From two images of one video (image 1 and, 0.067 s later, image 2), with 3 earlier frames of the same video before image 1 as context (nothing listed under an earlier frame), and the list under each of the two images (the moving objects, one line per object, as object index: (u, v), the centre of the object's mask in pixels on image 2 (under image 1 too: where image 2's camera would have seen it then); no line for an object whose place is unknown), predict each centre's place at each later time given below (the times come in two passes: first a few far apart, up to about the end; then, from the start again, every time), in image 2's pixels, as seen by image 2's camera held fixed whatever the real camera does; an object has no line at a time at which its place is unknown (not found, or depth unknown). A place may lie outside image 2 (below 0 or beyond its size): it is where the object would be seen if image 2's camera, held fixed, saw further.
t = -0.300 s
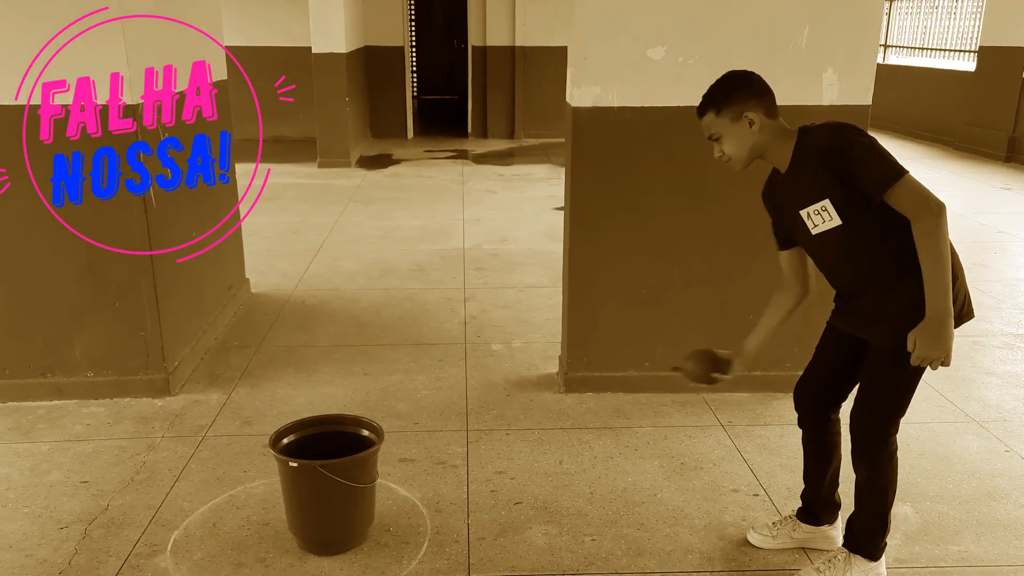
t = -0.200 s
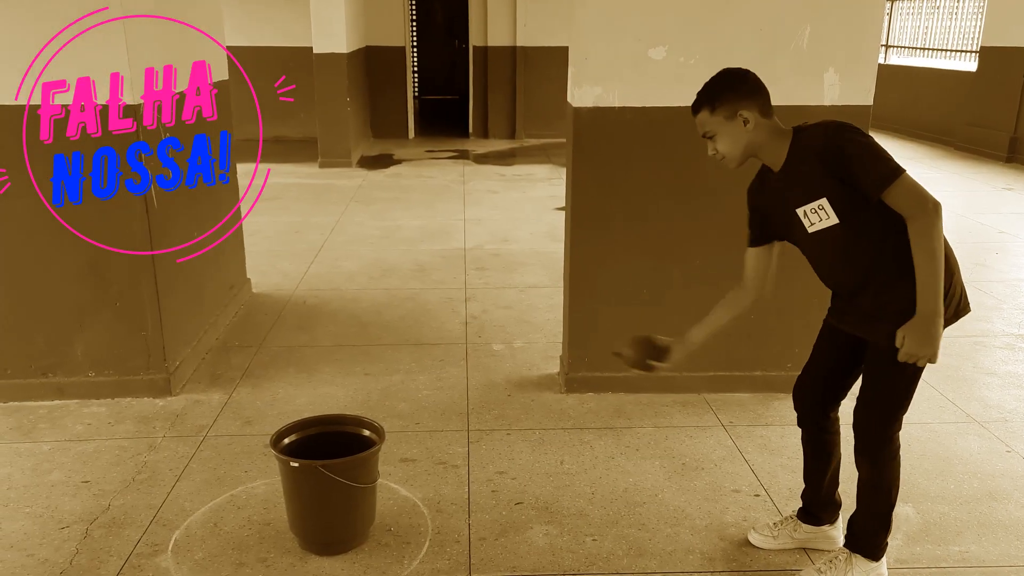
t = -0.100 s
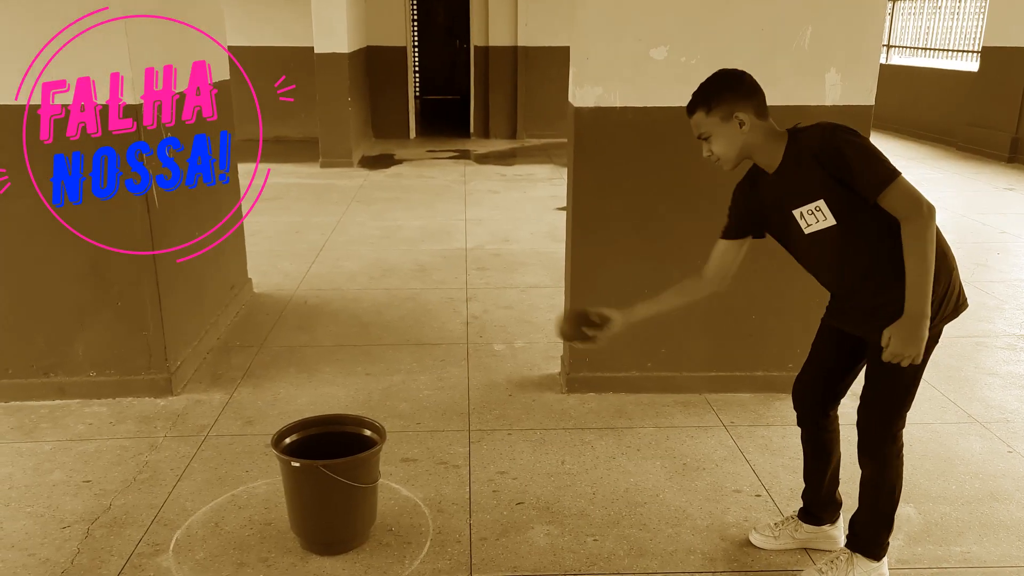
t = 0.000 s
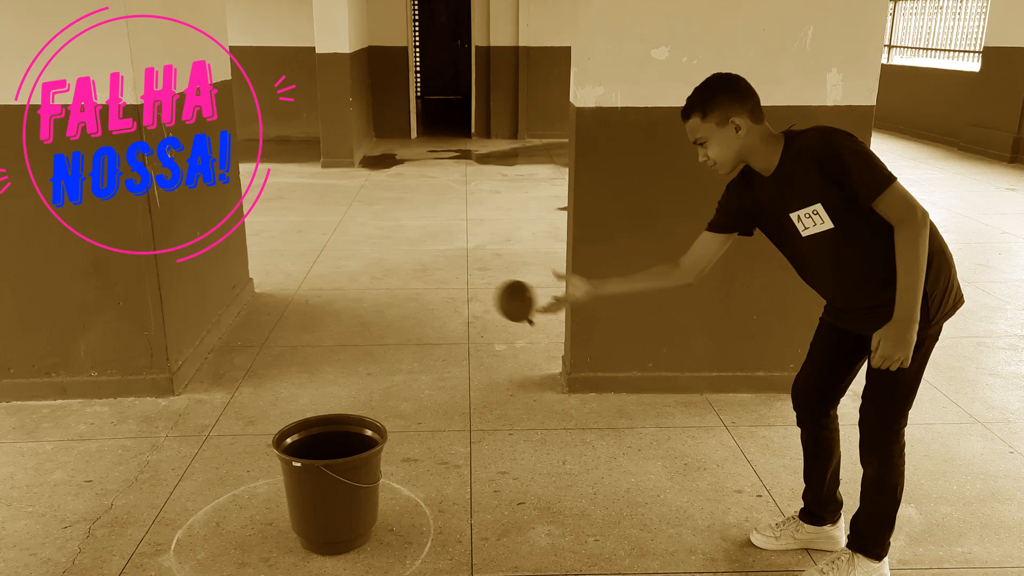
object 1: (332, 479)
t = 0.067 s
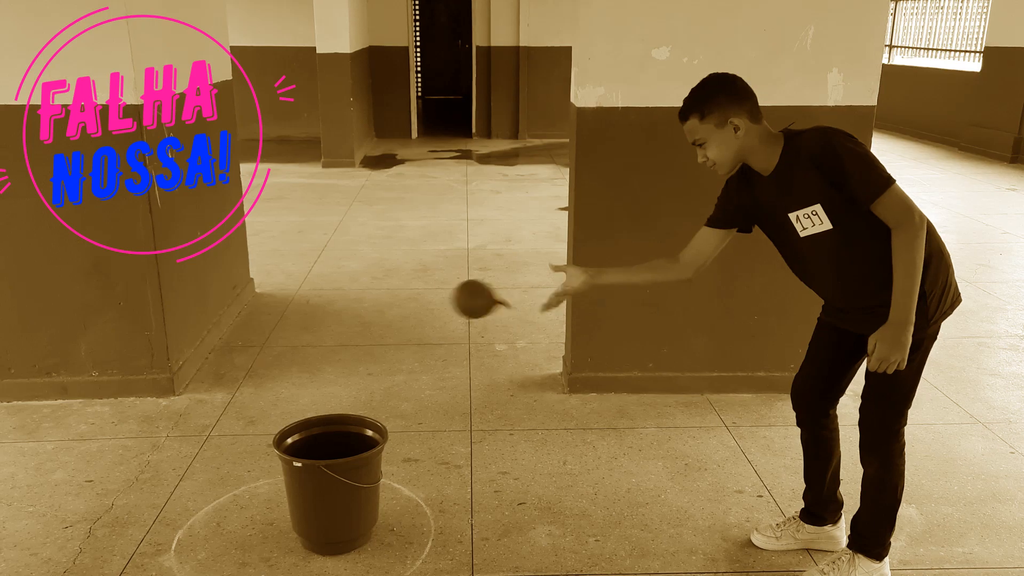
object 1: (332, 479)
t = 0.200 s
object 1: (332, 479)
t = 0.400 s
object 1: (319, 467)
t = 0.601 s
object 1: (277, 484)
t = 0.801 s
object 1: (281, 482)
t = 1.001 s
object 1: (283, 479)
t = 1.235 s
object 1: (289, 473)
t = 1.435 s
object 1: (294, 467)
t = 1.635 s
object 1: (293, 468)
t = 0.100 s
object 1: (332, 479)
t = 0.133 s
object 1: (332, 479)
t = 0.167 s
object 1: (332, 479)
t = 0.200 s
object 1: (332, 479)
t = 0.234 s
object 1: (332, 479)
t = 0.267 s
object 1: (332, 479)
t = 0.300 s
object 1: (332, 480)
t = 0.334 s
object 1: (334, 483)
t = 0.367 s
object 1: (329, 473)
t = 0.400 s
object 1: (319, 467)
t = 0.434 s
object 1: (305, 462)
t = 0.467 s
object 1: (288, 465)
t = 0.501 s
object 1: (280, 473)
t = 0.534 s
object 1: (279, 483)
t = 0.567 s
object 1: (279, 487)
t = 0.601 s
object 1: (277, 484)
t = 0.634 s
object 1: (275, 488)
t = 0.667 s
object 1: (275, 488)
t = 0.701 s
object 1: (276, 488)
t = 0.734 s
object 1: (278, 487)
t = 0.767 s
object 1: (280, 484)
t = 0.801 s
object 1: (281, 482)
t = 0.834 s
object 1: (283, 480)
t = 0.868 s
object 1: (285, 478)
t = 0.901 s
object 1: (285, 477)
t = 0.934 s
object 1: (285, 477)
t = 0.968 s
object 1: (284, 478)
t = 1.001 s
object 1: (283, 479)
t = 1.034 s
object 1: (282, 479)
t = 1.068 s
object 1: (283, 479)
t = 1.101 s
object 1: (284, 478)
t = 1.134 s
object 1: (285, 477)
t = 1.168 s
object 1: (286, 476)
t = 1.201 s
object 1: (287, 475)
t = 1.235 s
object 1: (289, 473)
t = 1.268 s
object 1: (291, 471)
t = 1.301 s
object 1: (293, 469)
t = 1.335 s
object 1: (294, 468)
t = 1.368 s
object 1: (295, 467)
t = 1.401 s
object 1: (295, 467)
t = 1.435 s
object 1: (294, 467)
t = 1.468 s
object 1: (294, 468)
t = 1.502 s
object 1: (293, 468)
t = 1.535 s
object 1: (293, 469)
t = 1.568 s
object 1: (293, 469)
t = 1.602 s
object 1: (293, 469)
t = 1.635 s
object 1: (293, 468)
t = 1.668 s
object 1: (294, 468)
